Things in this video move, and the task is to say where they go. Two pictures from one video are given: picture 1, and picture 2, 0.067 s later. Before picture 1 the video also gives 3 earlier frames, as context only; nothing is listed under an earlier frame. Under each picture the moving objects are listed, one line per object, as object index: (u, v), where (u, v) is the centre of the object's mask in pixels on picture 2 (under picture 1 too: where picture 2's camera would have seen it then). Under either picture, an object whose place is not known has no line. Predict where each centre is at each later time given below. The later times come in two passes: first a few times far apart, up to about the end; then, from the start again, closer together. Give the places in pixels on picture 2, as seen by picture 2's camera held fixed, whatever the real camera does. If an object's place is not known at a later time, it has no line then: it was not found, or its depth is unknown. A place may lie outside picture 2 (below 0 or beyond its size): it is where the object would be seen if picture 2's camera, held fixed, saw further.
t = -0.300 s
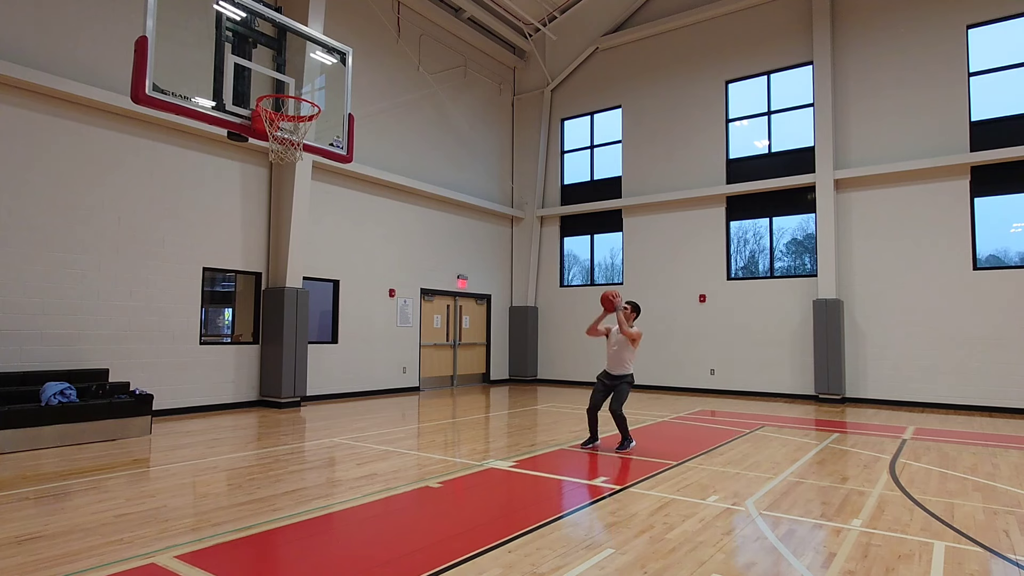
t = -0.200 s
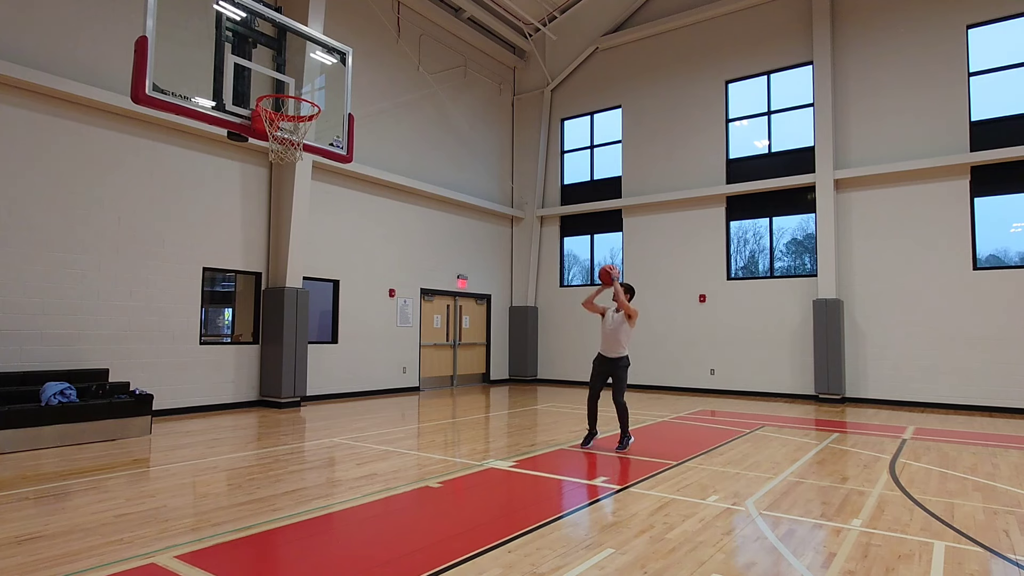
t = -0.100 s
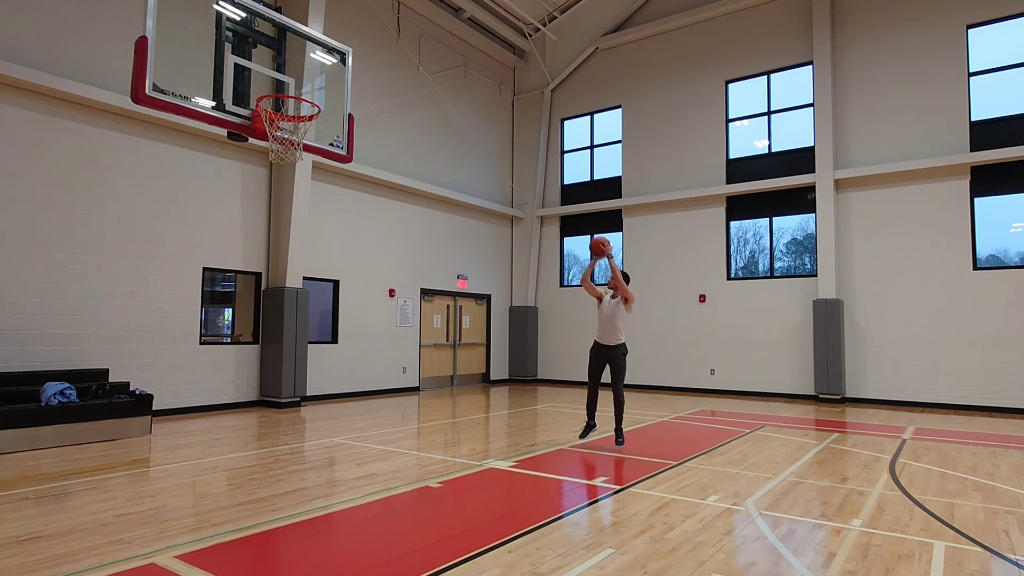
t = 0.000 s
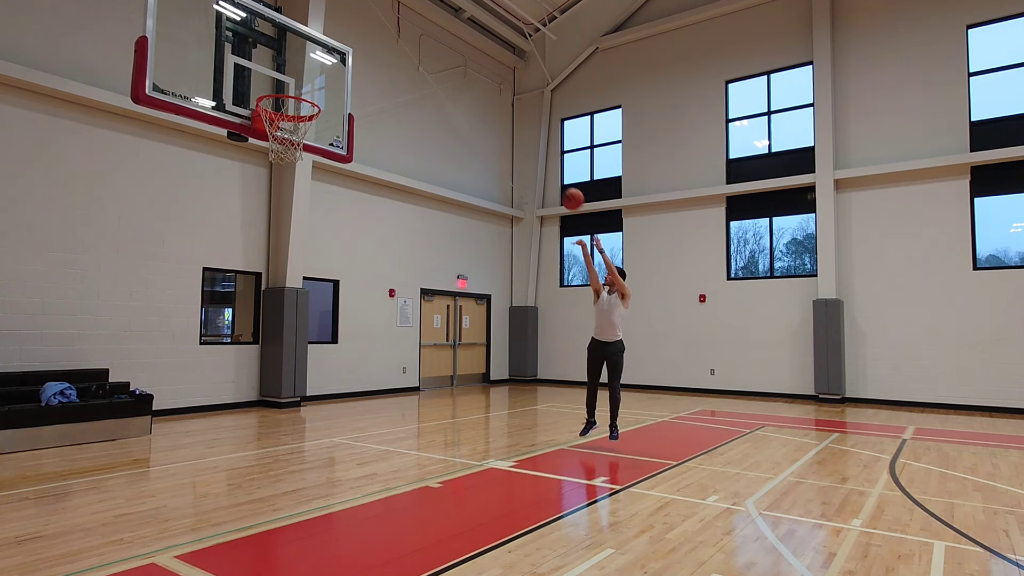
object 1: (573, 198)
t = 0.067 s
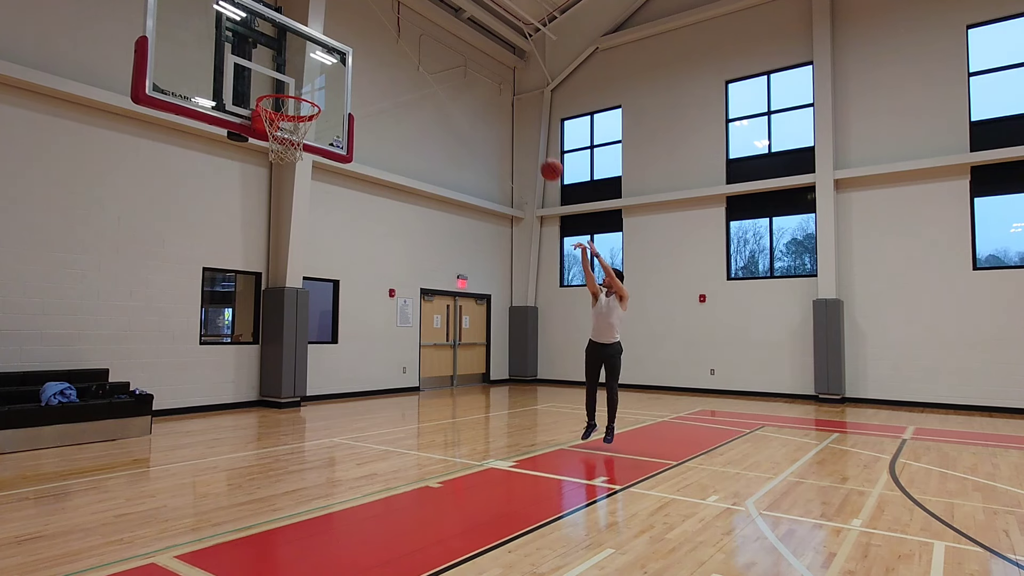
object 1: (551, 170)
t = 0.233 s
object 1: (496, 108)
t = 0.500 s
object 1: (395, 54)
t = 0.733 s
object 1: (311, 55)
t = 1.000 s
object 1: (294, 104)
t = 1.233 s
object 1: (289, 86)
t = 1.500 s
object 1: (294, 103)
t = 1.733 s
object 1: (273, 140)
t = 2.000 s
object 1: (267, 228)
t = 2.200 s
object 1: (258, 354)
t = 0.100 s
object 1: (541, 156)
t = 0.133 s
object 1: (530, 142)
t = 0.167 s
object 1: (519, 130)
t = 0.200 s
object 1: (507, 119)
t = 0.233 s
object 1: (496, 108)
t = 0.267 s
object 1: (483, 98)
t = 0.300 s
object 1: (471, 89)
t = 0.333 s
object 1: (459, 81)
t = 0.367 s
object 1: (447, 74)
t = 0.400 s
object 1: (434, 67)
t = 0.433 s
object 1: (421, 62)
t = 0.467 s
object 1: (408, 57)
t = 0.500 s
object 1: (395, 54)
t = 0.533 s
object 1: (381, 52)
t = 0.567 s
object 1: (367, 50)
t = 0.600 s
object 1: (353, 50)
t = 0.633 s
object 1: (338, 51)
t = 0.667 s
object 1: (323, 53)
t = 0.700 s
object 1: (315, 54)
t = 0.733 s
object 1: (311, 55)
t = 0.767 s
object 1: (308, 58)
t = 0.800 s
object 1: (304, 62)
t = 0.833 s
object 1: (300, 67)
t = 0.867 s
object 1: (296, 74)
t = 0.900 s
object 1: (291, 82)
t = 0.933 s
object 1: (287, 87)
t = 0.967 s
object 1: (292, 95)
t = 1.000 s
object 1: (294, 104)
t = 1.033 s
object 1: (299, 110)
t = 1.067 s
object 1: (292, 105)
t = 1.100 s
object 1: (283, 99)
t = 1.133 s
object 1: (276, 96)
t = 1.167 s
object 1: (276, 94)
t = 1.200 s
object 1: (282, 92)
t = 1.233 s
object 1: (289, 86)
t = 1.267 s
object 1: (295, 87)
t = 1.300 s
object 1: (300, 89)
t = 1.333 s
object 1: (305, 96)
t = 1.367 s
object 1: (305, 97)
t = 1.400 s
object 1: (304, 94)
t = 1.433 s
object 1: (302, 95)
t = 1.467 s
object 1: (296, 99)
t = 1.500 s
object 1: (294, 103)
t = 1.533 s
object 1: (292, 108)
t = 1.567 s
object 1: (288, 112)
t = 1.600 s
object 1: (285, 121)
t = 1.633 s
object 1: (282, 128)
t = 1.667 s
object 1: (280, 136)
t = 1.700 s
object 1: (275, 137)
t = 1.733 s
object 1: (273, 140)
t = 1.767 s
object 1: (275, 151)
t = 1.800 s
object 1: (273, 163)
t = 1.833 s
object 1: (272, 168)
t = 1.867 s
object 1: (272, 176)
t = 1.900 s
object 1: (270, 187)
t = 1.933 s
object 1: (269, 199)
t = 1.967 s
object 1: (268, 213)
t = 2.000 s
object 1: (267, 228)
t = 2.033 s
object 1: (266, 245)
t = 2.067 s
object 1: (264, 264)
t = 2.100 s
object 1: (263, 284)
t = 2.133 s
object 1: (261, 306)
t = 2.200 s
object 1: (258, 354)
